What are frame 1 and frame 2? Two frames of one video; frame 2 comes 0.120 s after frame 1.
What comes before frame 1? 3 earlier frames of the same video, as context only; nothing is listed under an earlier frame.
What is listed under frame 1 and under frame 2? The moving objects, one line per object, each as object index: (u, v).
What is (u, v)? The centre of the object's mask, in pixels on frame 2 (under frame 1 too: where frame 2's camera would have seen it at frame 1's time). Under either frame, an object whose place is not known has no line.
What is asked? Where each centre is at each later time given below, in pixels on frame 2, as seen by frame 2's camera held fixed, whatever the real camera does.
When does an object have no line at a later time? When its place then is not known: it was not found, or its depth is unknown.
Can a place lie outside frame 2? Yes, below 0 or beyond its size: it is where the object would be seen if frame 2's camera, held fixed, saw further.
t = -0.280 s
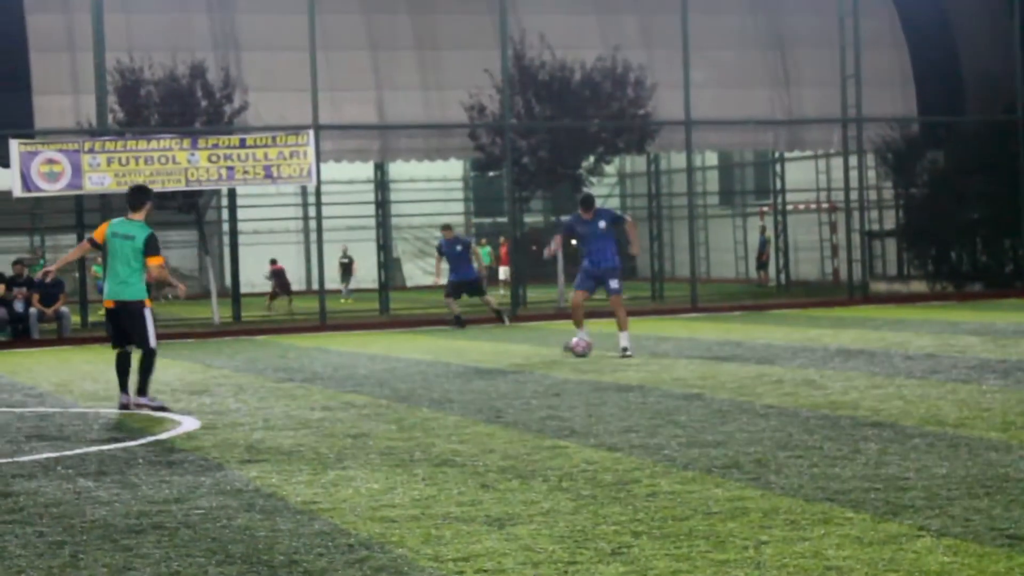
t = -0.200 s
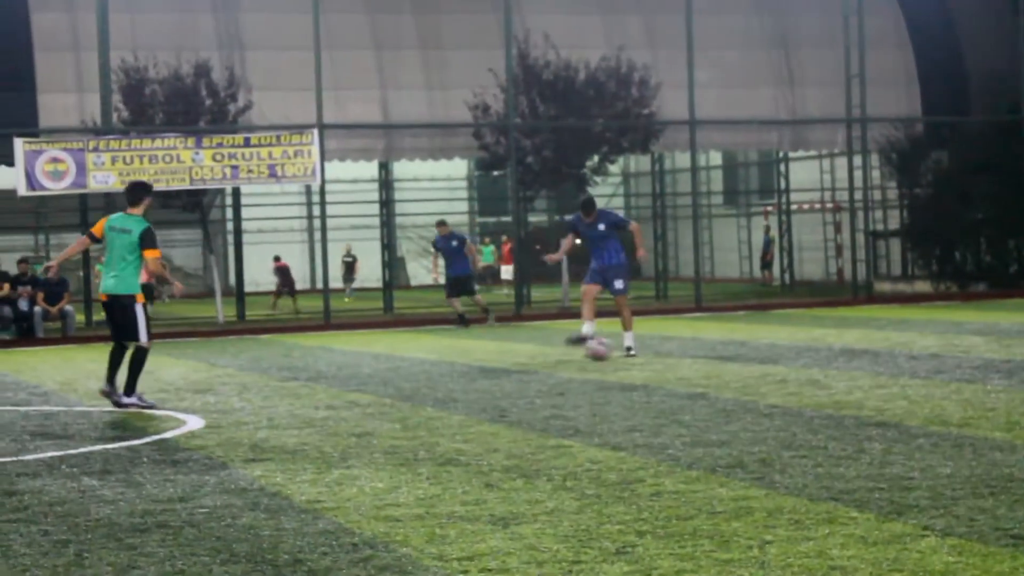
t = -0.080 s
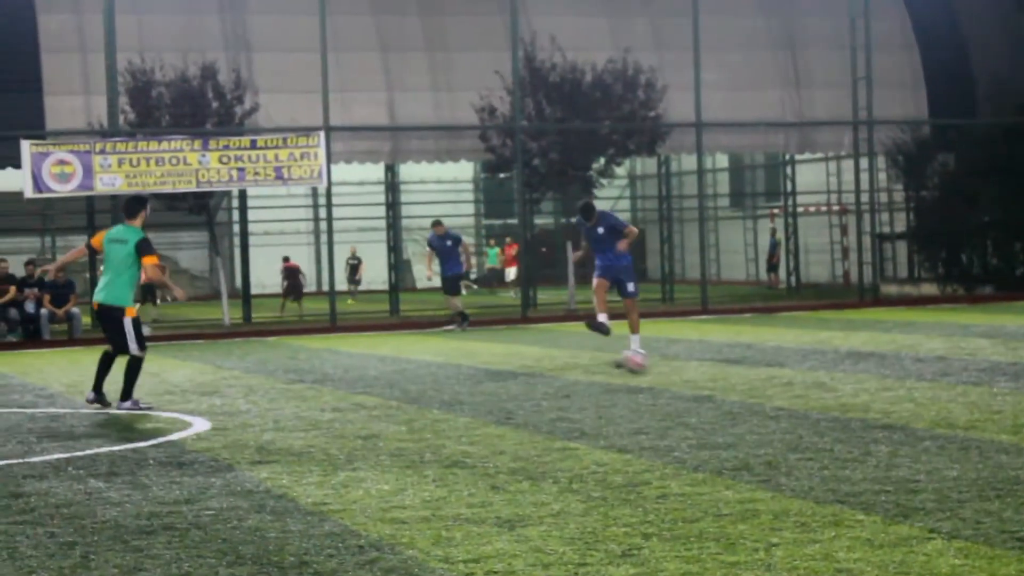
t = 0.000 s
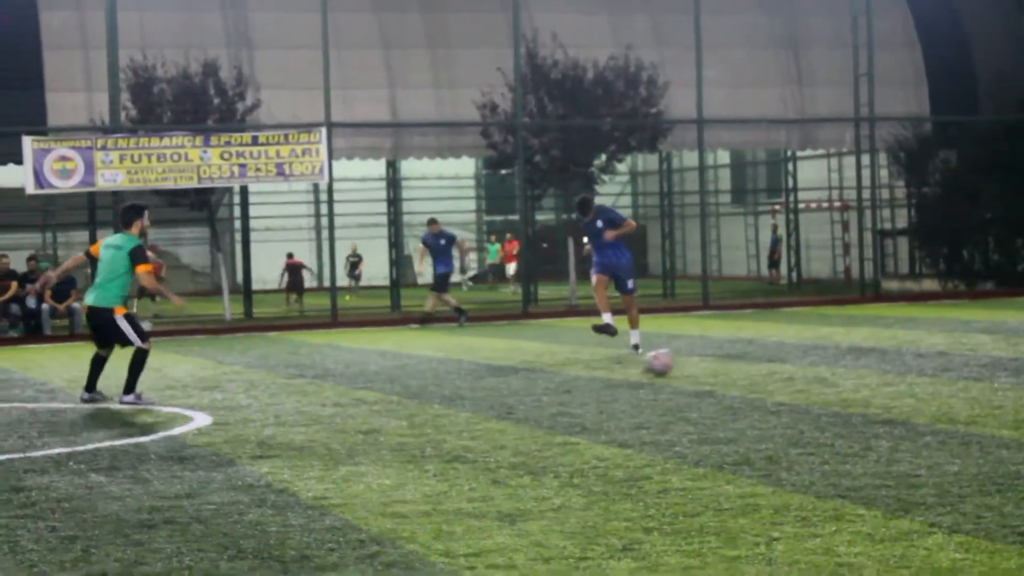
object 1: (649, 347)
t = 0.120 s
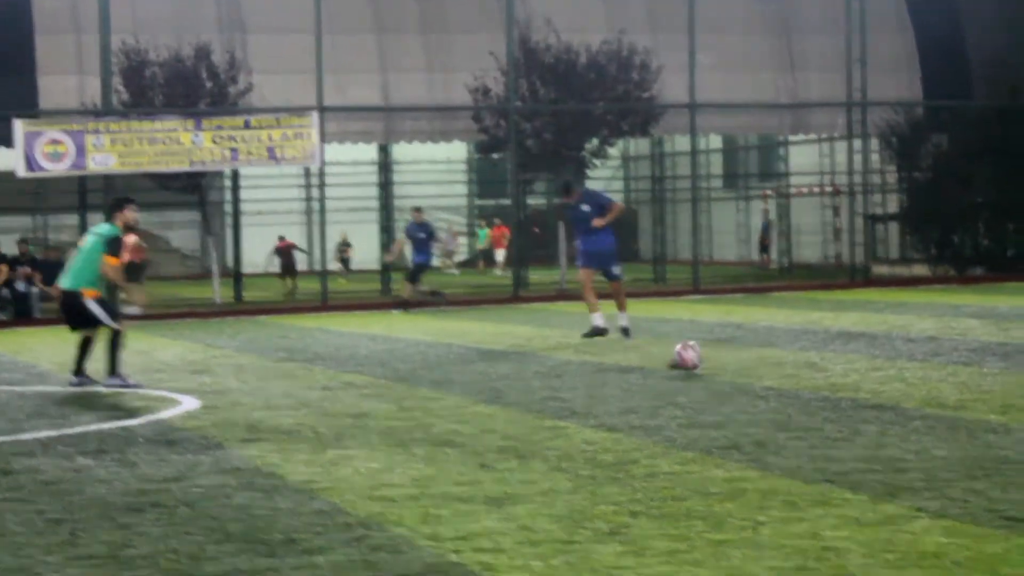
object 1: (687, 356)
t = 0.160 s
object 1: (701, 358)
